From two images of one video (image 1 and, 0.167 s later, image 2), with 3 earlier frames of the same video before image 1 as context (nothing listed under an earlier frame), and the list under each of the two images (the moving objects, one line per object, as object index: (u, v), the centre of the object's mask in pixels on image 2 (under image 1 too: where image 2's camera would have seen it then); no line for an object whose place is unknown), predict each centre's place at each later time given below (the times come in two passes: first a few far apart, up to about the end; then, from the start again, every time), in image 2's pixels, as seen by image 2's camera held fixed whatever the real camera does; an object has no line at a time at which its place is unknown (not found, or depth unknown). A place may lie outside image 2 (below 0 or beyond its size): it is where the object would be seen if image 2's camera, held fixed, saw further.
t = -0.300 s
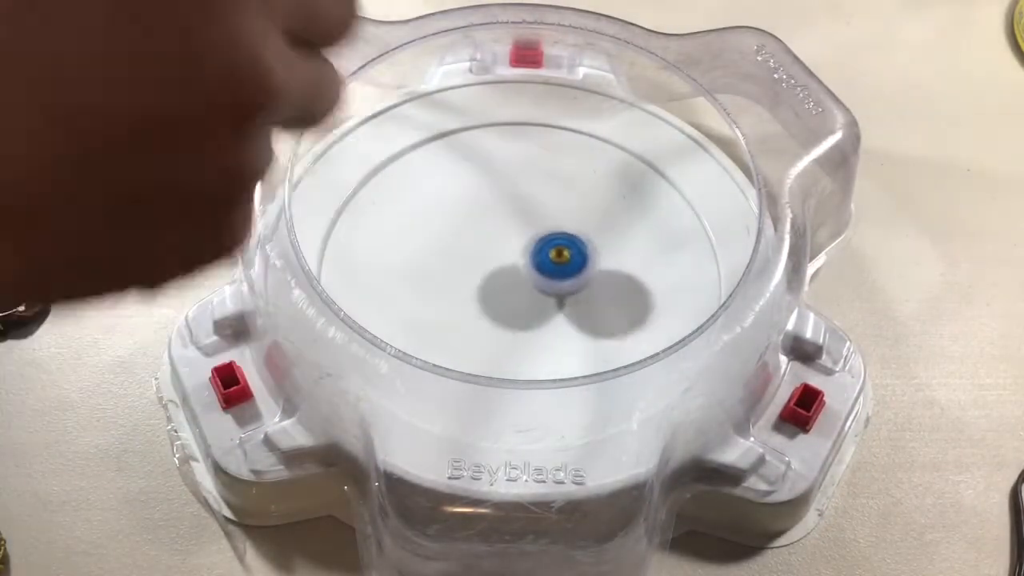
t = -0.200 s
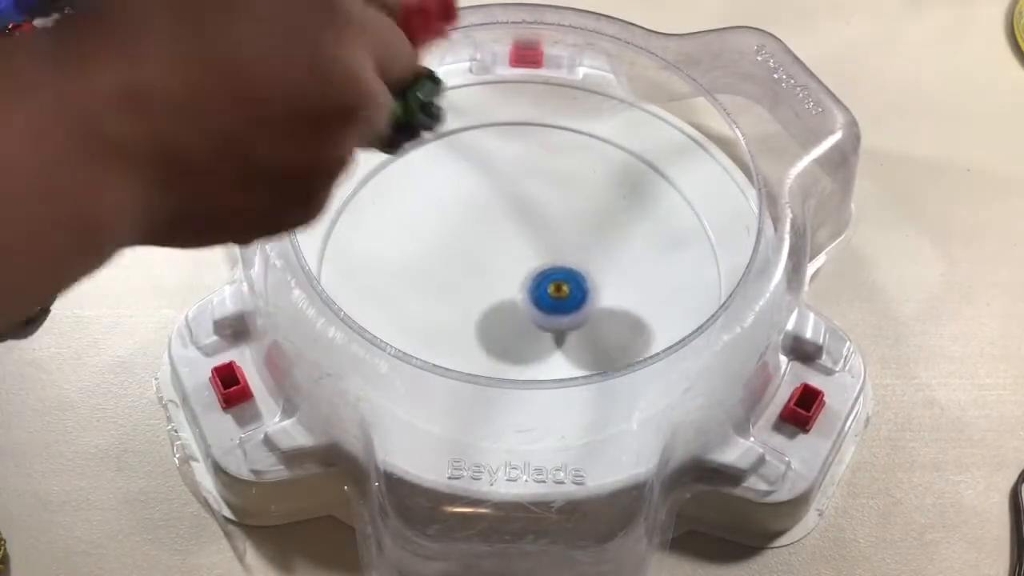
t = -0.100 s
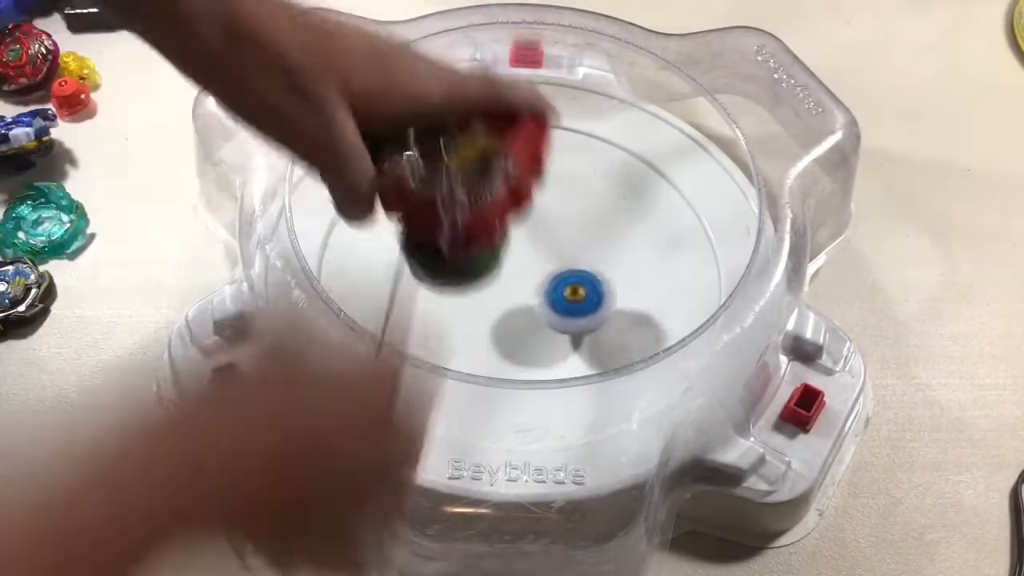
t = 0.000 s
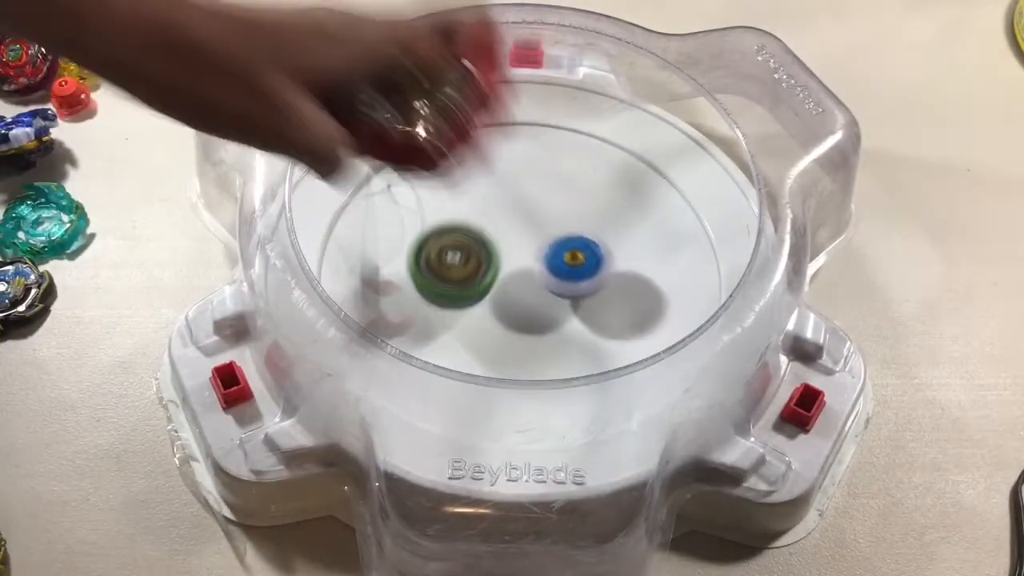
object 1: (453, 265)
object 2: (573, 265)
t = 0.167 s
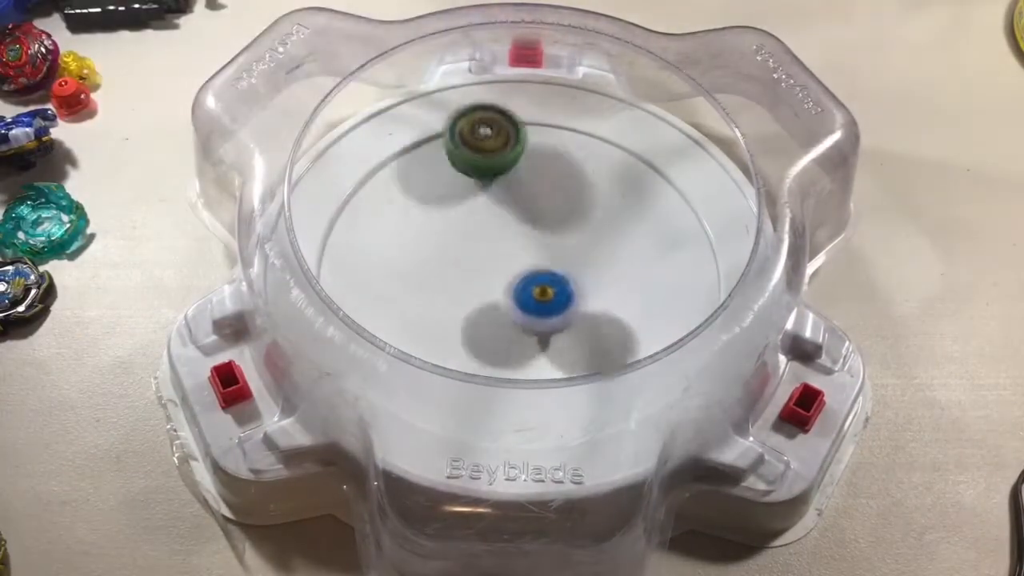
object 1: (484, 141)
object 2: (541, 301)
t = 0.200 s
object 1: (469, 135)
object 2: (547, 308)
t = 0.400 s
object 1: (458, 294)
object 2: (551, 271)
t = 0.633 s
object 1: (700, 210)
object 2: (526, 277)
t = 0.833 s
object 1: (345, 195)
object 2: (537, 300)
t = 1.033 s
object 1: (662, 372)
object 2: (483, 242)
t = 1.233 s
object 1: (489, 110)
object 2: (536, 297)
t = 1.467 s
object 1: (498, 416)
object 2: (517, 236)
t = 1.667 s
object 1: (650, 152)
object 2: (522, 256)
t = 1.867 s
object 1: (332, 248)
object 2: (518, 238)
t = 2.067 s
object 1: (630, 375)
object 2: (538, 259)
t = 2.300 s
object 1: (478, 112)
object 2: (545, 269)
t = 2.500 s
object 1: (357, 342)
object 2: (553, 272)
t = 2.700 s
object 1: (699, 335)
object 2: (548, 266)
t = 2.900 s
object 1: (493, 111)
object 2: (539, 282)
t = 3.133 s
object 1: (388, 329)
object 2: (536, 288)
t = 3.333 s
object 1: (664, 320)
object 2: (534, 277)
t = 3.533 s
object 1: (540, 111)
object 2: (515, 277)
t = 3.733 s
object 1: (352, 261)
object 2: (526, 263)
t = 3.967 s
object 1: (637, 355)
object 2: (520, 254)
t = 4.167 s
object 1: (634, 140)
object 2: (528, 260)
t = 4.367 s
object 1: (362, 191)
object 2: (542, 254)
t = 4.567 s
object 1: (428, 371)
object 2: (541, 266)
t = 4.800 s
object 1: (669, 292)
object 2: (546, 271)
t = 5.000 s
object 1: (542, 153)
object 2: (542, 272)
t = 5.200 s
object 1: (407, 222)
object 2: (535, 275)
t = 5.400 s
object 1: (517, 339)
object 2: (535, 271)
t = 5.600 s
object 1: (647, 263)
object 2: (528, 266)
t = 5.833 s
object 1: (508, 188)
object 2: (530, 264)
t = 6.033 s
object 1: (447, 290)
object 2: (536, 260)
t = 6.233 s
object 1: (579, 323)
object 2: (538, 257)
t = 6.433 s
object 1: (609, 236)
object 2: (528, 260)
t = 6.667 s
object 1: (525, 207)
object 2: (526, 281)
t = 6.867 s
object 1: (488, 230)
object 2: (538, 292)
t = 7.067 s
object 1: (479, 236)
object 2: (544, 290)
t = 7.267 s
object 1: (492, 225)
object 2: (552, 281)
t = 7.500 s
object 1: (510, 212)
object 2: (545, 284)
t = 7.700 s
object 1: (531, 213)
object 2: (539, 287)
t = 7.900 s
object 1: (552, 221)
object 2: (528, 295)
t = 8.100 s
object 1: (571, 228)
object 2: (517, 294)
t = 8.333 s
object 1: (586, 248)
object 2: (506, 279)
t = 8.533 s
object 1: (595, 267)
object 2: (505, 259)
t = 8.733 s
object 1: (572, 307)
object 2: (515, 247)
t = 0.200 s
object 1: (469, 135)
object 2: (547, 308)
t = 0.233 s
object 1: (448, 141)
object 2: (553, 304)
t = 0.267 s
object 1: (426, 156)
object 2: (559, 294)
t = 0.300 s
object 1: (413, 178)
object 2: (565, 283)
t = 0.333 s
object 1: (411, 211)
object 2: (564, 275)
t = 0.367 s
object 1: (424, 252)
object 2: (561, 271)
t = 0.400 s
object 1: (458, 294)
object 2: (551, 271)
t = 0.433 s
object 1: (496, 328)
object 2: (551, 269)
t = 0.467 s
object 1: (539, 356)
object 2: (561, 264)
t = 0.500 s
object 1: (597, 367)
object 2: (566, 263)
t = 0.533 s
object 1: (654, 354)
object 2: (563, 266)
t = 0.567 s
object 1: (697, 318)
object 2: (555, 270)
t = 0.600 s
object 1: (712, 266)
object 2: (540, 273)
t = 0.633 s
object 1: (700, 210)
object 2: (526, 277)
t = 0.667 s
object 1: (658, 160)
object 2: (512, 284)
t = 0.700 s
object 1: (601, 125)
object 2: (505, 291)
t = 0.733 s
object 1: (533, 109)
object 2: (506, 300)
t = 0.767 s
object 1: (460, 115)
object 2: (516, 308)
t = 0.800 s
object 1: (393, 147)
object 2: (529, 307)
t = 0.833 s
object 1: (345, 195)
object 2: (537, 300)
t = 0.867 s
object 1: (326, 258)
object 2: (540, 285)
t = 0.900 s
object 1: (341, 326)
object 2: (536, 269)
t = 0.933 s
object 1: (400, 384)
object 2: (526, 255)
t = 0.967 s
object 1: (485, 419)
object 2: (512, 245)
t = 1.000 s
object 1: (585, 413)
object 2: (497, 241)
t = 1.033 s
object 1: (662, 372)
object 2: (483, 242)
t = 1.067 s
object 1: (707, 310)
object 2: (472, 250)
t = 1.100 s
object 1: (712, 246)
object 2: (465, 263)
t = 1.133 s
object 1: (682, 182)
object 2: (467, 280)
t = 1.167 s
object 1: (630, 138)
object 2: (483, 295)
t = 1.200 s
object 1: (563, 113)
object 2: (509, 302)
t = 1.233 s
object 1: (489, 110)
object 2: (536, 297)
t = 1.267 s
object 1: (419, 129)
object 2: (556, 283)
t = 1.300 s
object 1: (361, 171)
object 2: (567, 262)
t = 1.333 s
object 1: (332, 226)
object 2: (569, 246)
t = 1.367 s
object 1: (330, 289)
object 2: (564, 236)
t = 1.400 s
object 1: (358, 349)
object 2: (549, 233)
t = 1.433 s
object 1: (419, 395)
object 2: (533, 234)
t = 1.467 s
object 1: (498, 416)
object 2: (517, 236)
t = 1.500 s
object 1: (586, 411)
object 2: (499, 239)
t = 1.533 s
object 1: (658, 377)
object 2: (492, 244)
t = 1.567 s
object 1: (702, 324)
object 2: (499, 250)
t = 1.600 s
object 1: (710, 261)
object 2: (510, 256)
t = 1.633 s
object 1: (695, 202)
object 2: (518, 257)
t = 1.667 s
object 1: (650, 152)
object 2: (522, 256)
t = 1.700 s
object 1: (589, 120)
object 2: (527, 255)
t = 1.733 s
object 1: (517, 109)
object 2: (531, 252)
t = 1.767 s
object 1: (447, 119)
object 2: (535, 246)
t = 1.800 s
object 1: (385, 150)
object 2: (532, 238)
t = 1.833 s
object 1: (343, 195)
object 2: (524, 236)
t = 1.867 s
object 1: (332, 248)
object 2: (518, 238)
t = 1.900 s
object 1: (333, 305)
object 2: (516, 239)
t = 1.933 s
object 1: (364, 353)
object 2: (519, 240)
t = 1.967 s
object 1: (415, 389)
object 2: (525, 241)
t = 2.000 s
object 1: (483, 409)
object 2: (531, 245)
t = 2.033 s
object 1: (560, 403)
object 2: (536, 252)
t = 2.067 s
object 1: (630, 375)
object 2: (538, 259)
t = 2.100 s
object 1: (675, 327)
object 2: (538, 262)
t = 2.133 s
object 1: (695, 276)
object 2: (544, 263)
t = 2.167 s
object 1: (693, 225)
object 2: (557, 265)
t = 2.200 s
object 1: (668, 172)
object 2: (565, 265)
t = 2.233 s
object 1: (615, 132)
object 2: (565, 266)
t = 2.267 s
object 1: (545, 113)
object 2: (557, 269)
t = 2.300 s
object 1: (478, 112)
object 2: (545, 269)
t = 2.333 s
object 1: (419, 130)
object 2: (537, 264)
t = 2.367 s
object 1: (372, 162)
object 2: (537, 261)
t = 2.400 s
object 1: (339, 203)
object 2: (543, 263)
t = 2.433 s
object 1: (328, 253)
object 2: (550, 267)
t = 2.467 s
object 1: (333, 299)
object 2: (555, 271)
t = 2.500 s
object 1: (357, 342)
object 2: (553, 272)
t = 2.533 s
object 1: (396, 379)
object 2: (551, 271)
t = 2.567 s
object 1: (450, 405)
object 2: (548, 268)
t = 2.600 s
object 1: (515, 417)
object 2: (547, 266)
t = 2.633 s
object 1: (589, 412)
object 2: (547, 265)
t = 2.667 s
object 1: (654, 381)
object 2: (548, 265)
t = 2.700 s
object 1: (699, 335)
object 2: (548, 266)
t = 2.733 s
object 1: (716, 277)
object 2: (549, 268)
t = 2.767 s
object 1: (707, 221)
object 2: (551, 271)
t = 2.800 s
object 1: (672, 169)
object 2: (551, 275)
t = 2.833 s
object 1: (622, 132)
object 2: (550, 278)
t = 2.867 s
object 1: (557, 112)
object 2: (545, 281)
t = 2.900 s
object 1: (493, 111)
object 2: (539, 282)
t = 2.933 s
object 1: (437, 122)
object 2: (536, 282)
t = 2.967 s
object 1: (392, 146)
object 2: (536, 278)
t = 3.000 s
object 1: (360, 180)
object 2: (539, 277)
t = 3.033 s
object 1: (344, 220)
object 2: (545, 278)
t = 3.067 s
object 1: (347, 259)
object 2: (546, 282)
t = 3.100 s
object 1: (364, 291)
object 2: (543, 286)
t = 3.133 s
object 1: (388, 329)
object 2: (536, 288)
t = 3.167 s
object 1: (426, 353)
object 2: (531, 287)
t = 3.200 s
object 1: (470, 372)
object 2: (527, 284)
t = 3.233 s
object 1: (519, 379)
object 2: (527, 280)
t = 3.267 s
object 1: (575, 376)
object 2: (529, 277)
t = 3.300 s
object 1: (626, 356)
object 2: (531, 276)
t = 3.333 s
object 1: (664, 320)
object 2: (534, 277)
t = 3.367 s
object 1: (687, 278)
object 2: (533, 279)
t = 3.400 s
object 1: (687, 230)
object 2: (530, 281)
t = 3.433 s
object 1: (669, 185)
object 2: (527, 281)
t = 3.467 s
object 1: (635, 151)
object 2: (524, 281)
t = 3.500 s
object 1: (591, 124)
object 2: (520, 280)
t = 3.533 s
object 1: (540, 111)
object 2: (515, 277)
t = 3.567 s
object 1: (490, 111)
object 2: (512, 272)
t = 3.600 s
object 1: (442, 122)
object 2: (515, 266)
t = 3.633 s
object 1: (399, 145)
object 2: (519, 263)
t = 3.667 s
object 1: (369, 179)
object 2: (523, 261)
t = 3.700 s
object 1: (351, 218)
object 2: (526, 261)
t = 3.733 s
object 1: (352, 261)
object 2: (526, 263)
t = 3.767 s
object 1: (369, 299)
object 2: (525, 264)
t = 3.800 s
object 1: (394, 339)
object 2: (523, 266)
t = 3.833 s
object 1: (434, 366)
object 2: (520, 265)
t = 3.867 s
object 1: (481, 382)
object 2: (517, 262)
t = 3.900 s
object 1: (537, 385)
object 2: (516, 259)
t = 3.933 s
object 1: (592, 377)
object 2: (517, 256)
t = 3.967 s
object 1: (637, 355)
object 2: (520, 254)
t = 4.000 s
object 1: (670, 325)
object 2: (524, 253)
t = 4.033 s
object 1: (689, 289)
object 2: (528, 253)
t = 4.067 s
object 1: (698, 251)
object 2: (530, 255)
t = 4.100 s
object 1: (690, 211)
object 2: (531, 257)
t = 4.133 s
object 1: (669, 173)
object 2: (530, 259)
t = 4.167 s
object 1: (634, 140)
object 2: (528, 260)
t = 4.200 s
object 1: (587, 119)
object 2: (526, 259)
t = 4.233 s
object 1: (533, 111)
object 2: (524, 256)
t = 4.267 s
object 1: (480, 117)
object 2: (527, 253)
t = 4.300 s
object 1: (433, 132)
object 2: (532, 251)
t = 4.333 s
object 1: (392, 158)
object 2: (537, 250)
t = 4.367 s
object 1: (362, 191)
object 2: (542, 254)
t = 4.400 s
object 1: (349, 227)
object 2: (542, 257)
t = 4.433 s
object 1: (350, 263)
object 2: (543, 261)
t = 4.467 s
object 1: (361, 293)
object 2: (543, 264)
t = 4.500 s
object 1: (374, 328)
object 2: (542, 267)
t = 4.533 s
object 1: (397, 352)
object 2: (541, 267)
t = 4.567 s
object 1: (428, 371)
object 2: (541, 266)
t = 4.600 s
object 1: (463, 385)
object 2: (541, 266)
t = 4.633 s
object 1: (504, 392)
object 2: (543, 264)
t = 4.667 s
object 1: (547, 391)
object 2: (546, 265)
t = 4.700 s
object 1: (590, 379)
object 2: (548, 266)
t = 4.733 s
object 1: (627, 355)
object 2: (548, 268)
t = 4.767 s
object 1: (650, 320)
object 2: (547, 269)
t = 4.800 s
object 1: (669, 292)
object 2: (546, 271)
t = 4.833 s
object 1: (669, 255)
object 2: (545, 272)
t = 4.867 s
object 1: (657, 221)
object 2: (543, 273)
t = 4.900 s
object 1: (635, 193)
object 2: (540, 272)
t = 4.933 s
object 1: (607, 172)
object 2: (540, 272)
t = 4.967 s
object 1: (575, 159)
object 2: (541, 271)
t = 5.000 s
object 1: (542, 153)
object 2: (542, 272)
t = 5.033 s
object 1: (509, 153)
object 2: (542, 273)
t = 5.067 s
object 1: (478, 158)
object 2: (541, 275)
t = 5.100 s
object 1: (451, 168)
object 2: (541, 277)
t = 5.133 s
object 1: (429, 182)
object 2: (538, 277)
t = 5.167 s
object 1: (415, 200)
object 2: (536, 277)
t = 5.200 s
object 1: (407, 222)
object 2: (535, 275)
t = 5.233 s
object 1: (408, 245)
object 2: (535, 275)
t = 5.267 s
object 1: (416, 269)
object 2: (536, 275)
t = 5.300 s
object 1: (433, 292)
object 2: (536, 275)
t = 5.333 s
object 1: (456, 311)
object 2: (535, 274)
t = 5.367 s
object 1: (483, 328)
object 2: (536, 273)
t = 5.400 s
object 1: (517, 339)
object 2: (535, 271)
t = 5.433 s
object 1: (551, 341)
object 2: (533, 270)
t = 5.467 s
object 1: (582, 337)
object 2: (531, 269)
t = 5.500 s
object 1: (609, 327)
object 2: (530, 268)
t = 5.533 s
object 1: (632, 310)
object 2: (529, 268)
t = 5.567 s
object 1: (645, 286)
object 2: (528, 267)
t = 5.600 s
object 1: (647, 263)
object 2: (528, 266)
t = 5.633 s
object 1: (642, 240)
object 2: (528, 266)
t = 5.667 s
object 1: (629, 220)
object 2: (527, 265)
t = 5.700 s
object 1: (609, 204)
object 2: (527, 265)
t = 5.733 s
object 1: (585, 193)
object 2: (527, 265)
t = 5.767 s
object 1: (560, 187)
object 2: (528, 264)
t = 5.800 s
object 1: (533, 185)
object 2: (529, 264)
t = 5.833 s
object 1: (508, 188)
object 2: (530, 264)
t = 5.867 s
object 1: (484, 196)
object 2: (530, 264)
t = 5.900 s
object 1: (462, 210)
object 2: (530, 261)
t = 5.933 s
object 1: (448, 227)
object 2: (531, 260)
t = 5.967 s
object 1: (440, 248)
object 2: (533, 260)
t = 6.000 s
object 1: (440, 269)
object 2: (534, 260)
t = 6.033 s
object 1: (447, 290)
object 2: (536, 260)
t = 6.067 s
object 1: (461, 308)
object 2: (536, 260)
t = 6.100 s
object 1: (480, 322)
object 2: (538, 259)
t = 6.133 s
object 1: (505, 332)
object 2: (538, 259)
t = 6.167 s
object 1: (530, 335)
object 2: (539, 260)
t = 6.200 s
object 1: (557, 331)
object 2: (539, 259)
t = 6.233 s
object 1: (579, 323)
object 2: (538, 257)
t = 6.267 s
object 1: (599, 311)
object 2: (539, 256)
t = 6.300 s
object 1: (612, 297)
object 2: (539, 256)
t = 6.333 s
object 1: (620, 280)
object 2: (537, 256)
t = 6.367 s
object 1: (622, 264)
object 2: (533, 257)
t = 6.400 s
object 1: (617, 249)
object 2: (531, 258)
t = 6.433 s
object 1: (609, 236)
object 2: (528, 260)
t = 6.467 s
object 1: (598, 226)
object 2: (525, 260)
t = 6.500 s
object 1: (586, 218)
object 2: (521, 264)
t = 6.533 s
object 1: (574, 211)
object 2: (517, 268)
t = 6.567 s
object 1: (561, 207)
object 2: (518, 270)
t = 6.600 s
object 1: (548, 205)
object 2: (519, 275)
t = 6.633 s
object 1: (536, 206)
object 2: (522, 277)
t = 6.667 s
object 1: (525, 207)
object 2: (526, 281)
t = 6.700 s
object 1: (515, 211)
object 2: (528, 282)
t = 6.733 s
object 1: (507, 215)
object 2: (531, 285)
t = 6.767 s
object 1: (501, 220)
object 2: (534, 288)
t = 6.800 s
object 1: (496, 223)
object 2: (537, 291)
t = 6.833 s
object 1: (492, 227)
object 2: (538, 292)
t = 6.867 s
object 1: (488, 230)
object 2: (538, 292)
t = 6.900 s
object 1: (485, 233)
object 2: (538, 293)
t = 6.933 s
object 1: (483, 235)
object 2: (538, 295)
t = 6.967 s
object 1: (482, 237)
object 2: (540, 294)
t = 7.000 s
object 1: (480, 236)
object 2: (541, 290)
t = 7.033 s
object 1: (480, 237)
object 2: (542, 289)
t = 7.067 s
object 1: (479, 236)
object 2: (544, 290)
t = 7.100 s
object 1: (481, 236)
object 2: (544, 288)
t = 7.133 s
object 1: (483, 233)
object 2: (547, 285)
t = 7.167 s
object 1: (485, 231)
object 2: (549, 285)
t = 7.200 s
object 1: (488, 230)
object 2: (550, 282)
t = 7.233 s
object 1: (490, 226)
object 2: (552, 282)
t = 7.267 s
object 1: (492, 225)
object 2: (552, 281)
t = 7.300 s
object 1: (495, 222)
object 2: (552, 281)
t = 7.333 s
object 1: (498, 221)
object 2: (551, 280)
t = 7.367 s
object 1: (500, 217)
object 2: (551, 281)
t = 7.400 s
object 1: (503, 217)
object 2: (550, 281)
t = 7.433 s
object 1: (505, 213)
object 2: (549, 284)
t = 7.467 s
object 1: (506, 211)
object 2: (548, 285)
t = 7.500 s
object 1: (510, 212)
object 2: (545, 284)
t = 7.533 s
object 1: (515, 213)
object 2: (543, 284)
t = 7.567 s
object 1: (517, 211)
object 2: (543, 289)
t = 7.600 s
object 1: (520, 211)
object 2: (542, 290)
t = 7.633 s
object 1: (524, 212)
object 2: (541, 288)
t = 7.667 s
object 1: (528, 213)
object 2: (540, 286)
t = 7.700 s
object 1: (531, 213)
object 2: (539, 287)
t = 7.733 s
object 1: (534, 213)
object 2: (538, 290)
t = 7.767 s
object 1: (537, 215)
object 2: (537, 290)
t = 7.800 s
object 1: (540, 216)
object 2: (535, 291)
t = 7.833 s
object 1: (543, 218)
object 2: (532, 293)
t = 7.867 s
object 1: (547, 220)
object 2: (531, 293)
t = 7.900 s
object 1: (552, 221)
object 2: (528, 295)
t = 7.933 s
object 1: (555, 222)
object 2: (526, 296)
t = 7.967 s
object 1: (558, 224)
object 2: (526, 293)
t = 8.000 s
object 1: (563, 224)
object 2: (522, 295)
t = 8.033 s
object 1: (565, 225)
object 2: (520, 294)
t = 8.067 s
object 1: (567, 228)
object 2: (521, 292)
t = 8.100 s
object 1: (571, 228)
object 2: (517, 294)
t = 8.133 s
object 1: (572, 231)
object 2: (516, 293)
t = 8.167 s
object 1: (574, 235)
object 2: (516, 291)
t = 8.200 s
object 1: (578, 236)
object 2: (512, 291)
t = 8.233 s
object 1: (579, 239)
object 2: (511, 289)
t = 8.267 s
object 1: (582, 241)
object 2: (509, 286)
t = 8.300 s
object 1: (585, 244)
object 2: (506, 283)
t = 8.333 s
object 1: (586, 248)
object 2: (506, 279)
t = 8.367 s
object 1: (589, 251)
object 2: (505, 274)
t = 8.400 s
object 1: (592, 253)
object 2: (506, 271)
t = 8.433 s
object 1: (594, 256)
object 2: (506, 267)
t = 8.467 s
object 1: (595, 261)
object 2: (506, 264)
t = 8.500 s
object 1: (598, 264)
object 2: (504, 261)
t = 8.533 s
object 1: (595, 267)
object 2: (505, 259)
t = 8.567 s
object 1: (592, 273)
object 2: (504, 257)
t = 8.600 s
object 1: (591, 279)
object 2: (501, 253)
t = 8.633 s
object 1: (589, 284)
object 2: (503, 250)
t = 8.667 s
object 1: (584, 290)
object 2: (507, 250)
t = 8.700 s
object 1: (577, 298)
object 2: (512, 249)
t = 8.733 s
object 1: (572, 307)
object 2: (515, 247)
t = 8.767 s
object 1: (565, 314)
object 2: (518, 247)
